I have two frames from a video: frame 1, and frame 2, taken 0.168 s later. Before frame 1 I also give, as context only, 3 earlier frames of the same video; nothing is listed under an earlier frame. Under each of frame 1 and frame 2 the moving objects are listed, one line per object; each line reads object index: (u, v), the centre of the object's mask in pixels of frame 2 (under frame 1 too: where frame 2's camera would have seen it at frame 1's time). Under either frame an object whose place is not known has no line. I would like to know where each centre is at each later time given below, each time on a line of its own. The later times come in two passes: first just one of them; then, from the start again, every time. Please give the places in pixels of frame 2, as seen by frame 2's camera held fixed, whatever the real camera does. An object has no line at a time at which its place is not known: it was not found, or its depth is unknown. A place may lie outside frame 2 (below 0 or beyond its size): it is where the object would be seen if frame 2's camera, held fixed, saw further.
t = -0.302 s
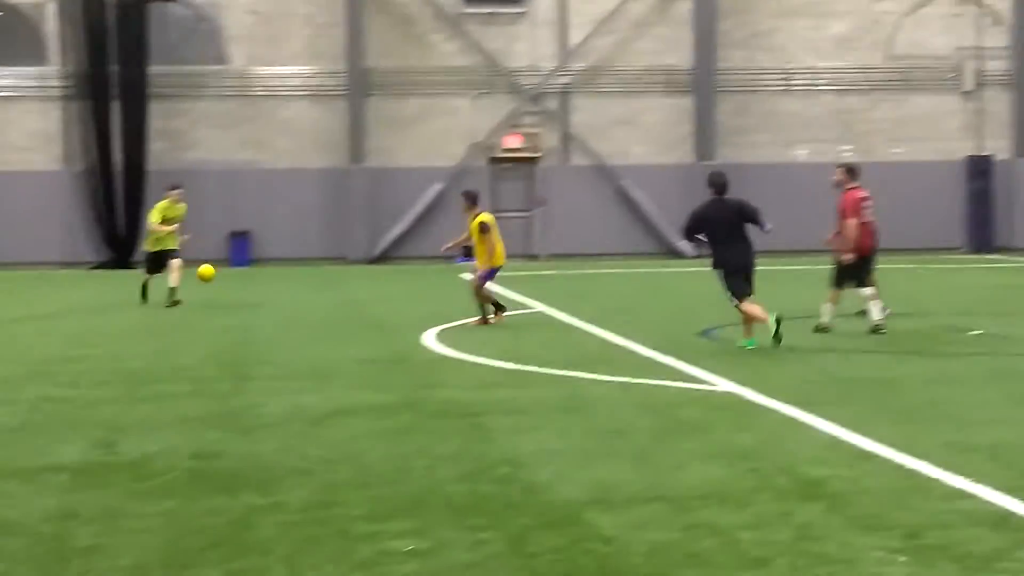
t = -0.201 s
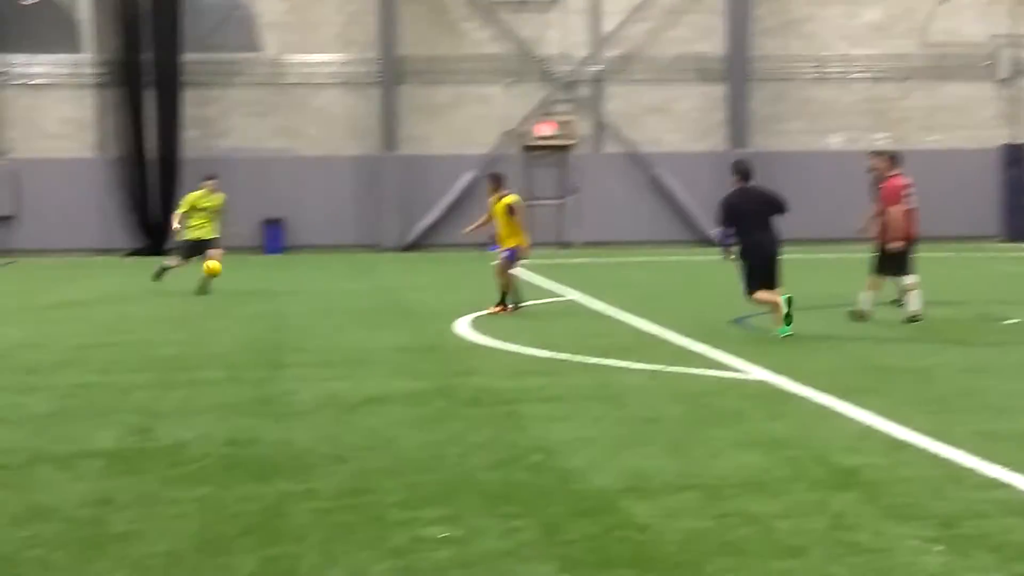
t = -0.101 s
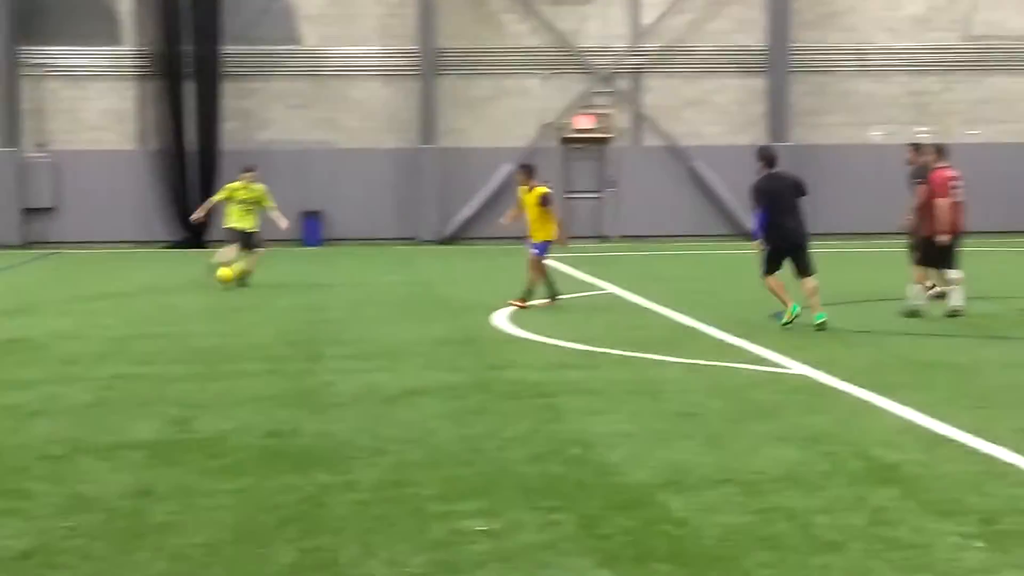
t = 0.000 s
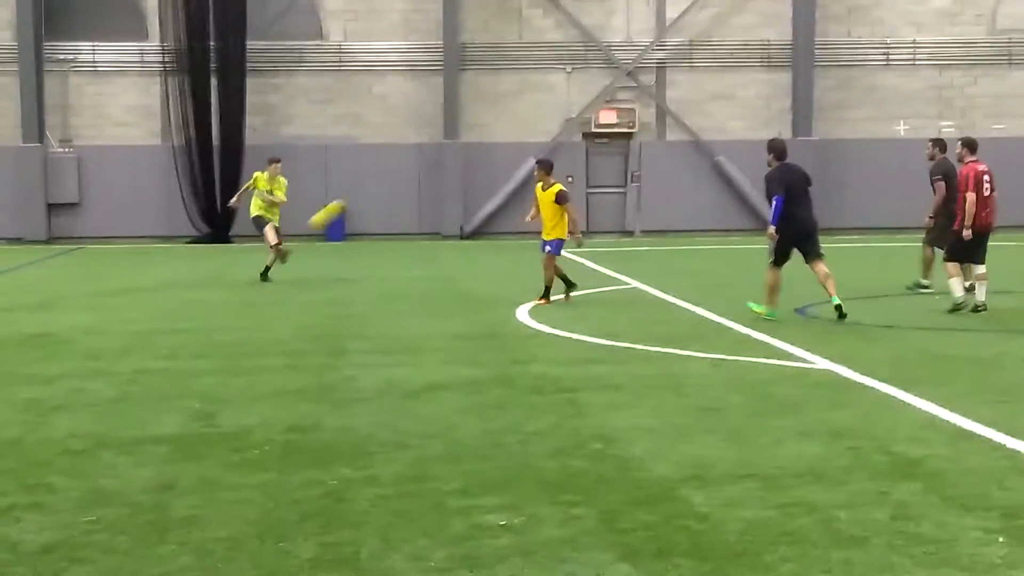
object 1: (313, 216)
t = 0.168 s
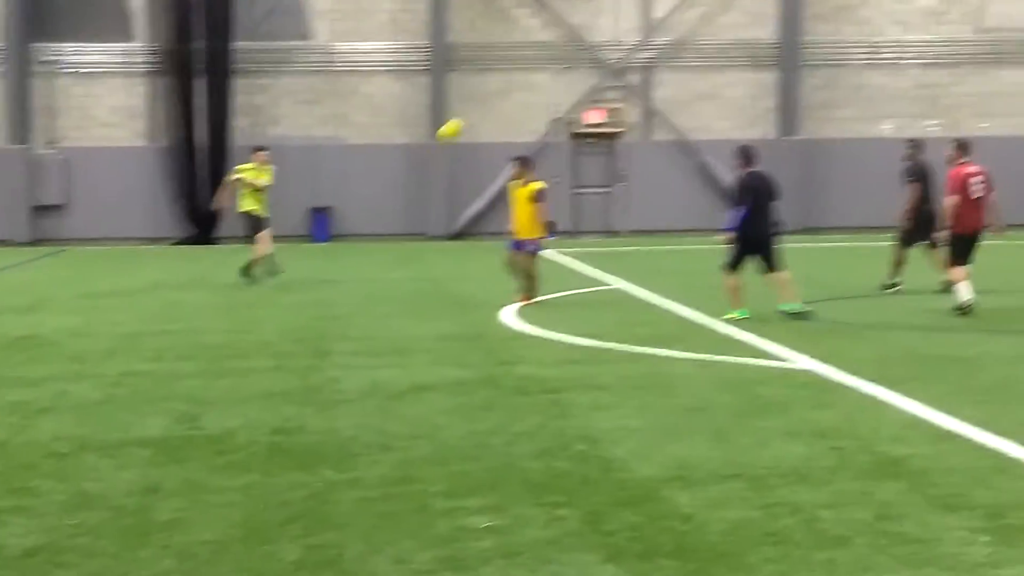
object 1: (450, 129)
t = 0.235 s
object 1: (506, 99)
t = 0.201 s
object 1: (479, 114)
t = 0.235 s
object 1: (506, 99)
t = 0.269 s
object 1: (535, 84)
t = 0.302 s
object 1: (565, 69)
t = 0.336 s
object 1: (591, 55)
